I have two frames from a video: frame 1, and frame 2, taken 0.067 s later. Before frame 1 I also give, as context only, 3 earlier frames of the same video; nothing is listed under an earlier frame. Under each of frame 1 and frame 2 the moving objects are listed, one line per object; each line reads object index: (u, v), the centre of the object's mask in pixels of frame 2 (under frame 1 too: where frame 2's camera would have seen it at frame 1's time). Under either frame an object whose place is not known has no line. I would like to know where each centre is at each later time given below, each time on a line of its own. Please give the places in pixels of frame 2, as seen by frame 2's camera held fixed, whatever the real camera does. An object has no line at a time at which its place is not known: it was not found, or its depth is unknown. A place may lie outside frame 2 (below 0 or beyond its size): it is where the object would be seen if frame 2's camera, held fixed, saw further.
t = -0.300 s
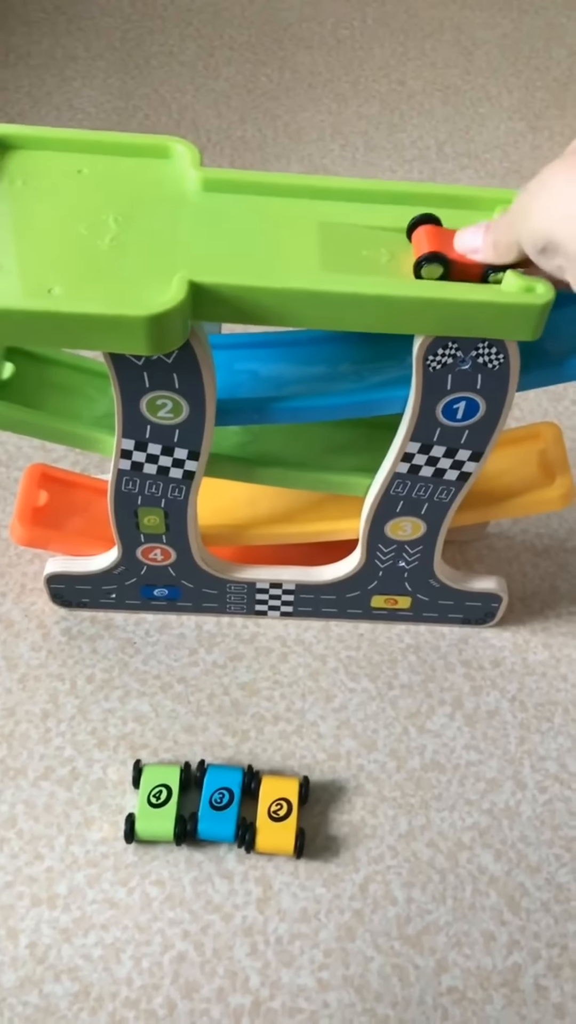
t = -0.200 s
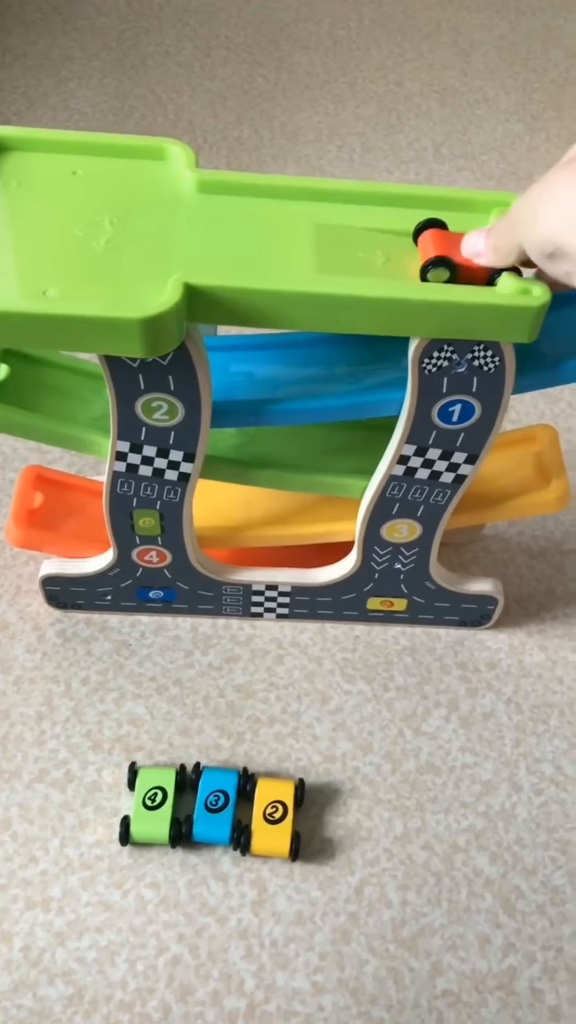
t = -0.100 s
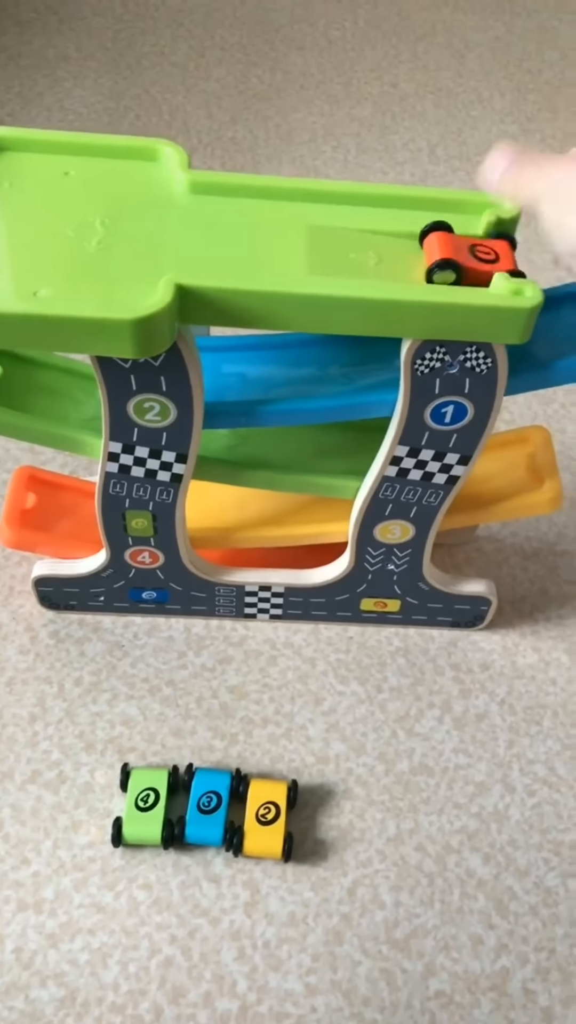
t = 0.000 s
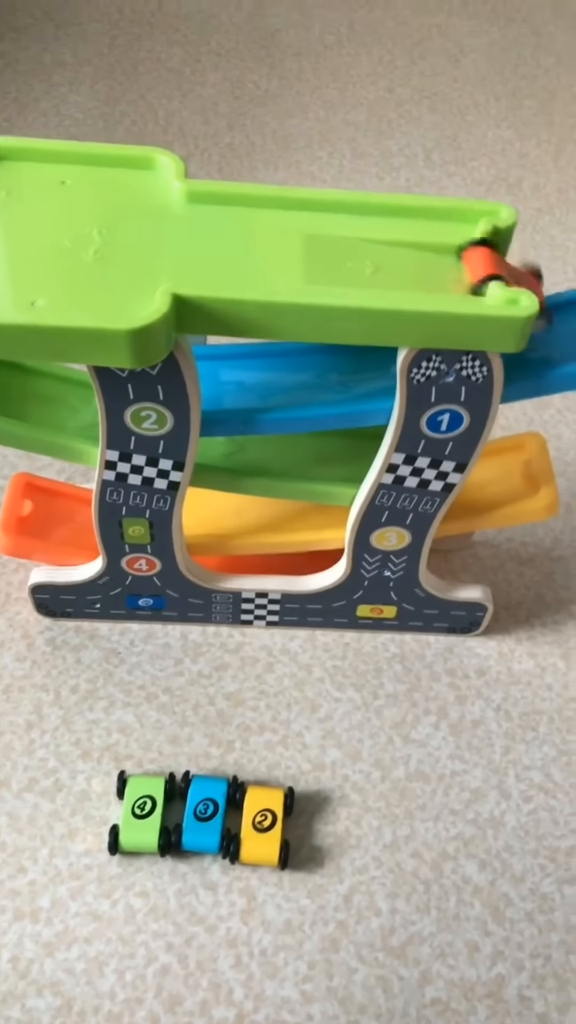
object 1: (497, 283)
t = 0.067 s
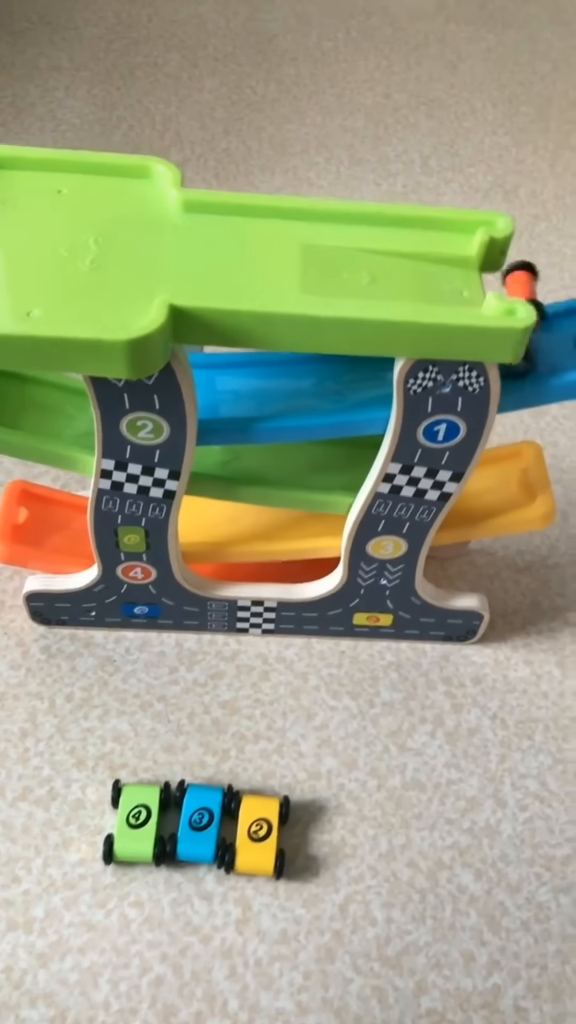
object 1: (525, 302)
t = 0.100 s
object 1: (532, 294)
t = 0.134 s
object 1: (538, 323)
